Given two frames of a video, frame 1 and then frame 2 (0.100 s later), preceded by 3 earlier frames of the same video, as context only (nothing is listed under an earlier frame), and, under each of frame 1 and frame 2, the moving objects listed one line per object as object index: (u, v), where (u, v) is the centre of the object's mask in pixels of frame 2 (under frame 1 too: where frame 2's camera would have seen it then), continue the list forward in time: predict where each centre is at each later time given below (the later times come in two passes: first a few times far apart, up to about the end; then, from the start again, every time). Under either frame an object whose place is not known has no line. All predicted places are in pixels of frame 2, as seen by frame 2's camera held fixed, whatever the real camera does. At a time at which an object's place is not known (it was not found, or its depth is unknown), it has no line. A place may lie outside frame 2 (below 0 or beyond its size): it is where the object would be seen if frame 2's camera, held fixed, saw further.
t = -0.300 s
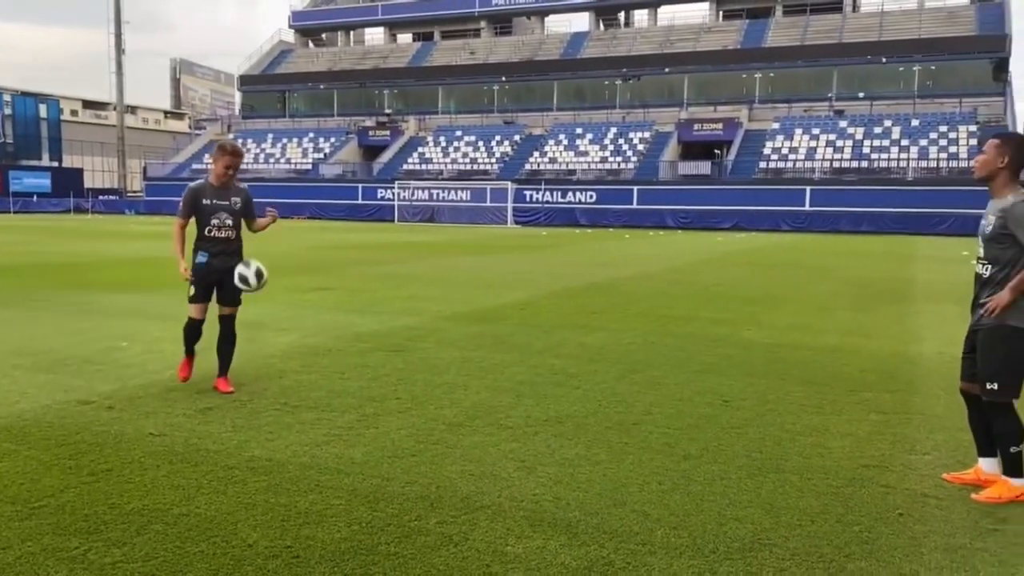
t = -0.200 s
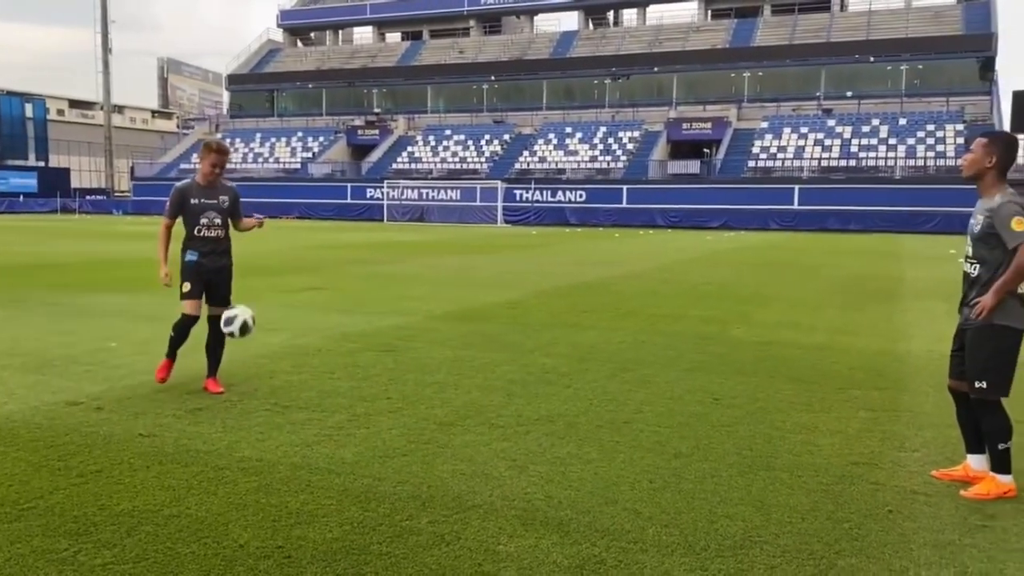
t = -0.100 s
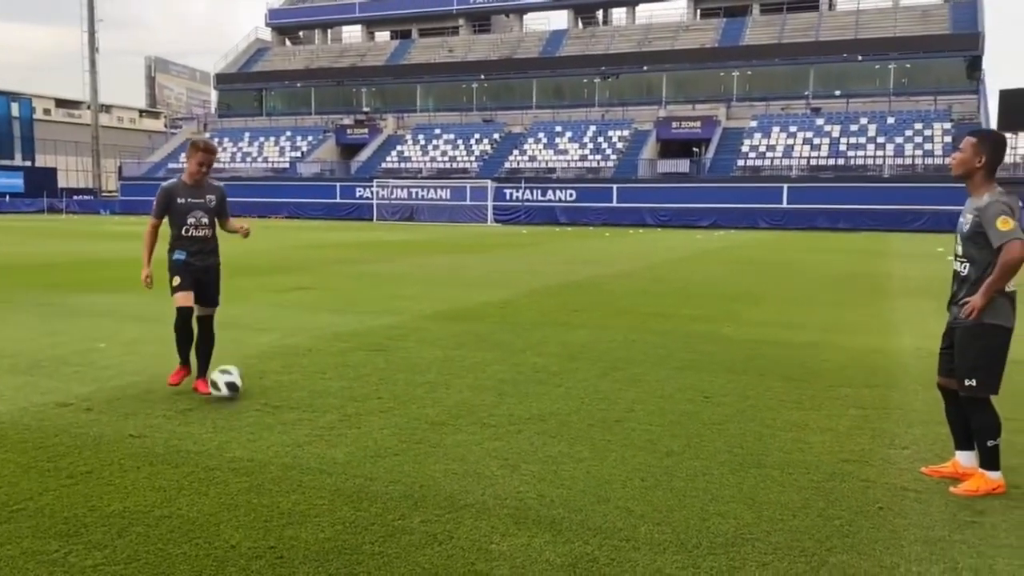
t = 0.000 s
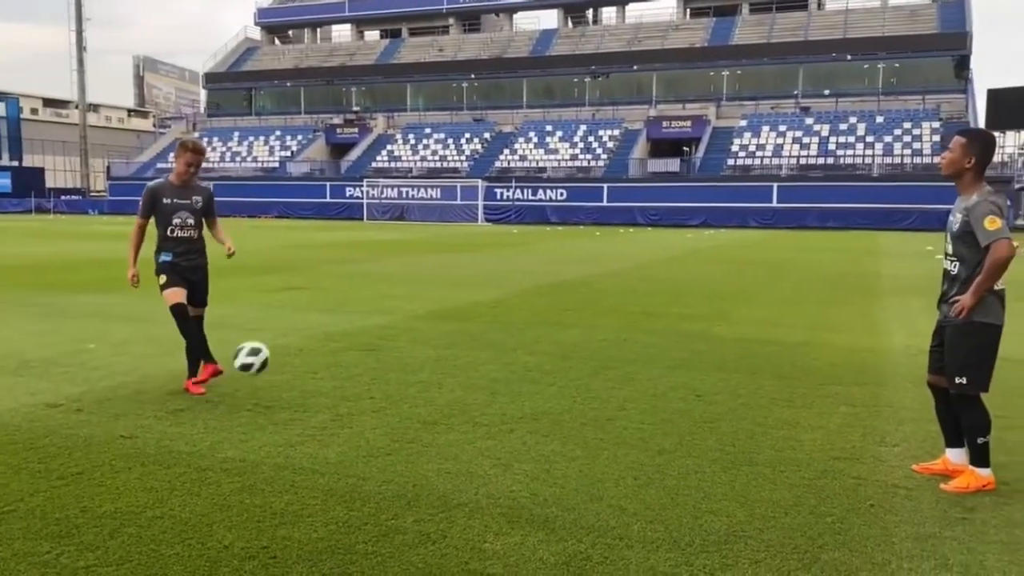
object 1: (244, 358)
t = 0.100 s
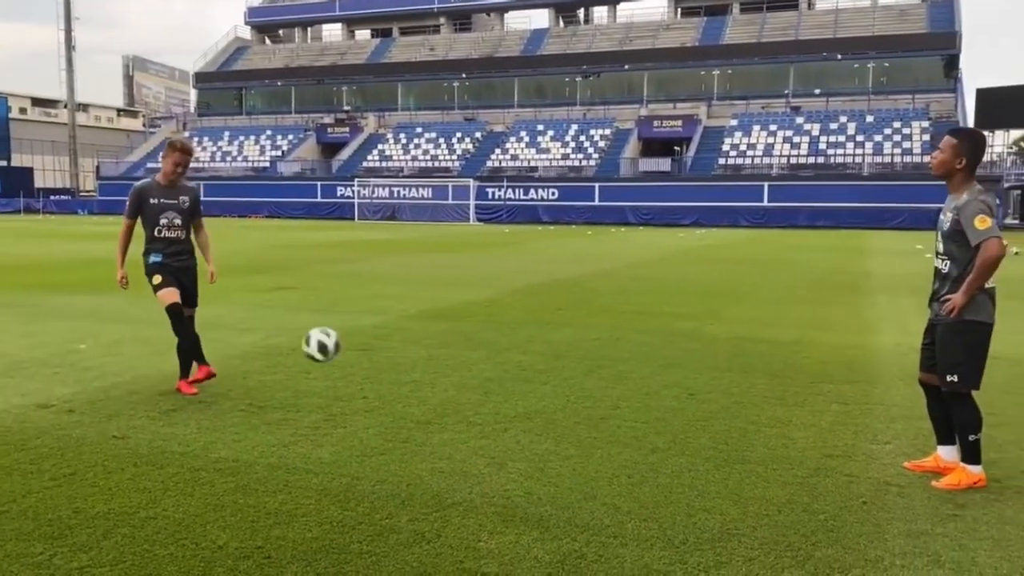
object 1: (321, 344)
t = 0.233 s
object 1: (433, 350)
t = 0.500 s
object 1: (666, 424)
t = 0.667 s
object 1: (765, 417)
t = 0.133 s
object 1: (347, 343)
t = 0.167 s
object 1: (376, 344)
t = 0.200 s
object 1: (404, 346)
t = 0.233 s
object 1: (433, 350)
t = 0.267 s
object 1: (462, 356)
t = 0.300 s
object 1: (492, 364)
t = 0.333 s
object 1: (523, 374)
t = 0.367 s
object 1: (553, 386)
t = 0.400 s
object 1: (585, 401)
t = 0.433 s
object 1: (617, 419)
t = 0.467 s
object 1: (646, 431)
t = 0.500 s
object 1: (666, 424)
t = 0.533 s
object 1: (685, 418)
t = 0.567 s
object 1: (705, 415)
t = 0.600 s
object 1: (725, 413)
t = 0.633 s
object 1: (745, 414)
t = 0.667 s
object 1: (765, 417)
